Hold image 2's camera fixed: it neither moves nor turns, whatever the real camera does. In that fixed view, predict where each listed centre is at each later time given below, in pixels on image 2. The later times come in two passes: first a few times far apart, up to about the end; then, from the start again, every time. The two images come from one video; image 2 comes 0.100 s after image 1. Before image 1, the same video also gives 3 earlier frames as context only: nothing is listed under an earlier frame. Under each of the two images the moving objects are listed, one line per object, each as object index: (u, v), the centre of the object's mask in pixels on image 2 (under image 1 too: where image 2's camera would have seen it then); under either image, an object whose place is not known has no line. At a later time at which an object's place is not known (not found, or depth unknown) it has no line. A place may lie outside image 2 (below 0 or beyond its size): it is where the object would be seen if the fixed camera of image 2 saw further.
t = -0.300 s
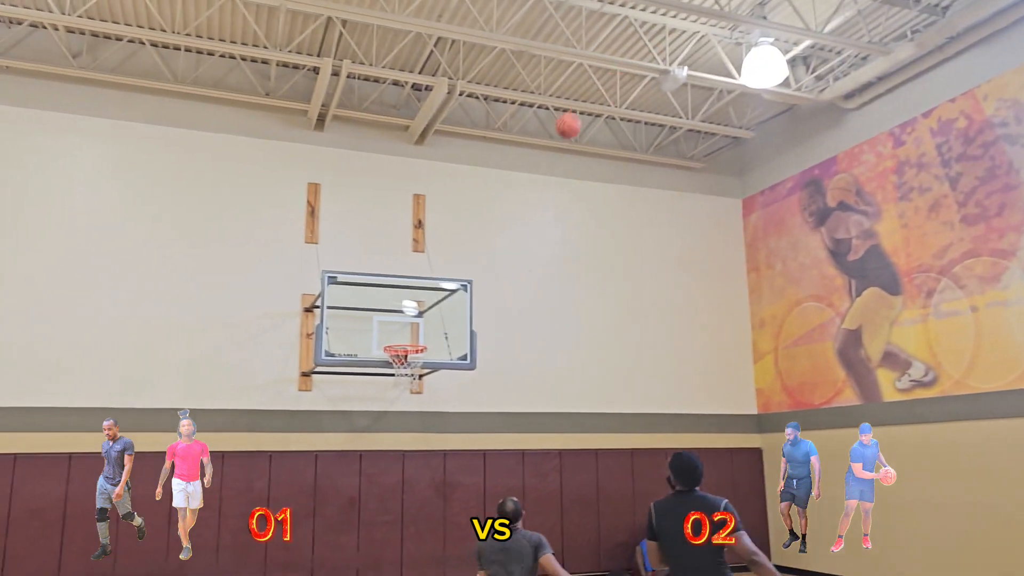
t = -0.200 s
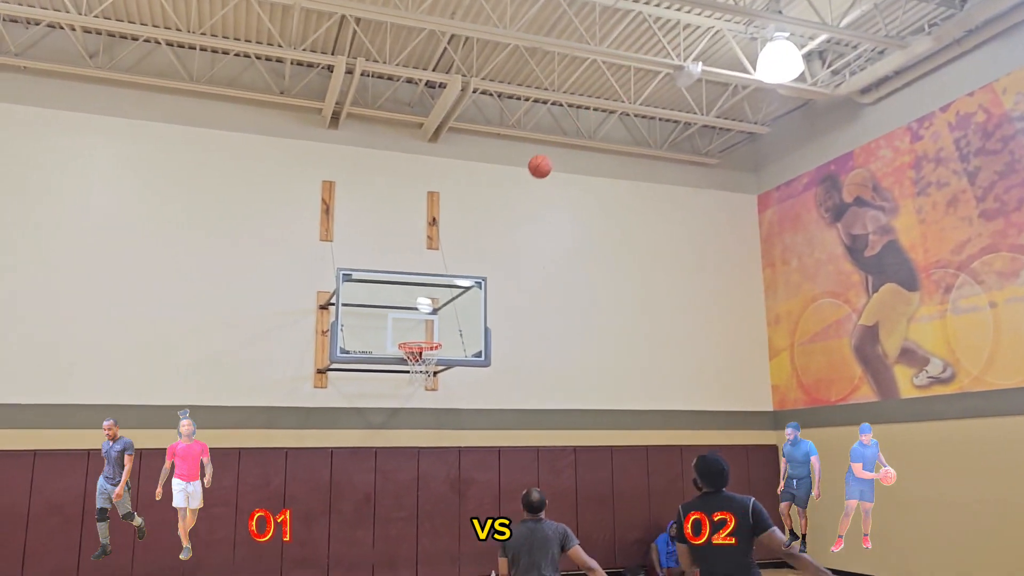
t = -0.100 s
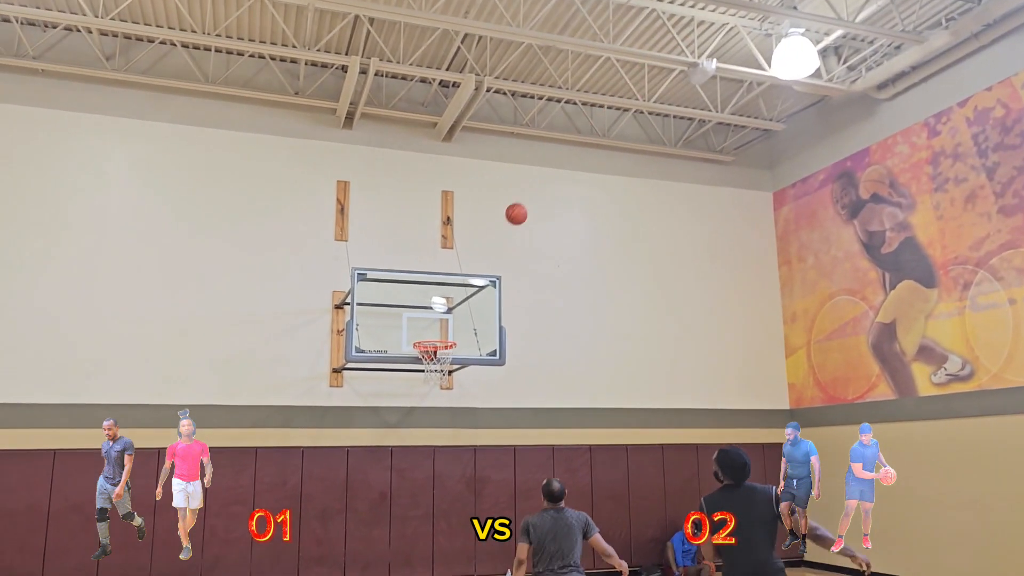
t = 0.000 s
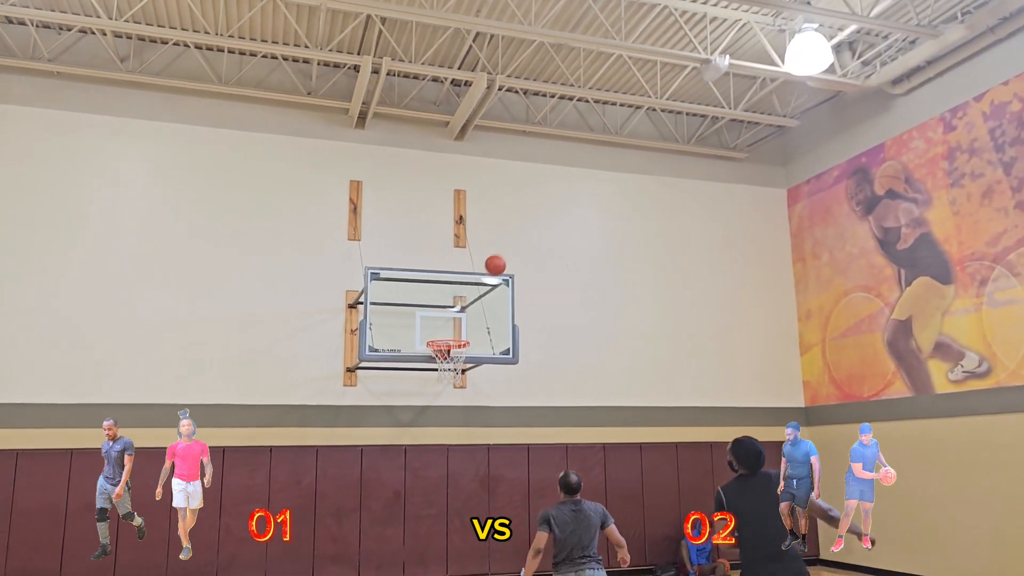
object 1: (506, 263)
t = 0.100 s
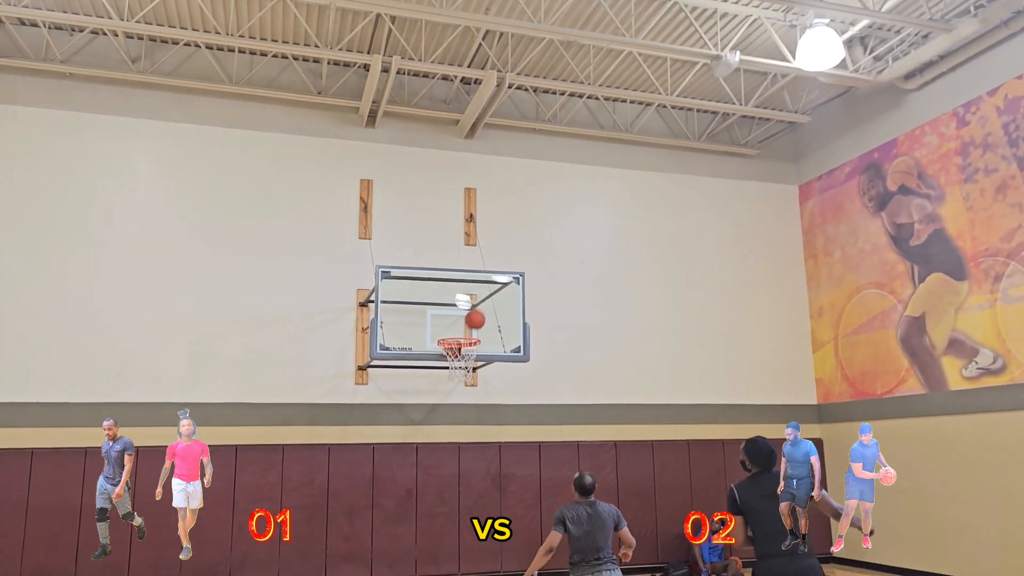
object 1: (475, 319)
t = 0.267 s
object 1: (441, 371)
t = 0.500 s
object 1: (431, 396)
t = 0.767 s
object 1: (419, 498)
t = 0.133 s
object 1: (465, 334)
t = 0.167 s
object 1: (456, 351)
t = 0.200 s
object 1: (447, 362)
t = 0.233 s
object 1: (441, 366)
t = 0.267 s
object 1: (441, 371)
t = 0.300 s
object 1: (438, 369)
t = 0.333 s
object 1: (437, 370)
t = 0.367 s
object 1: (436, 373)
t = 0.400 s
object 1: (434, 377)
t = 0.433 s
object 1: (433, 382)
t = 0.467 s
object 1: (432, 388)
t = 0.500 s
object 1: (431, 396)
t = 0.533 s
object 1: (429, 404)
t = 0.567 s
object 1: (428, 413)
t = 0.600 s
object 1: (427, 424)
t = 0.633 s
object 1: (425, 437)
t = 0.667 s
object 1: (424, 450)
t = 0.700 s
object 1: (422, 464)
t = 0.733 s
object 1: (421, 480)
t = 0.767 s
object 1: (419, 498)
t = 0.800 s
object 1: (417, 517)
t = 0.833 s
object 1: (416, 539)
